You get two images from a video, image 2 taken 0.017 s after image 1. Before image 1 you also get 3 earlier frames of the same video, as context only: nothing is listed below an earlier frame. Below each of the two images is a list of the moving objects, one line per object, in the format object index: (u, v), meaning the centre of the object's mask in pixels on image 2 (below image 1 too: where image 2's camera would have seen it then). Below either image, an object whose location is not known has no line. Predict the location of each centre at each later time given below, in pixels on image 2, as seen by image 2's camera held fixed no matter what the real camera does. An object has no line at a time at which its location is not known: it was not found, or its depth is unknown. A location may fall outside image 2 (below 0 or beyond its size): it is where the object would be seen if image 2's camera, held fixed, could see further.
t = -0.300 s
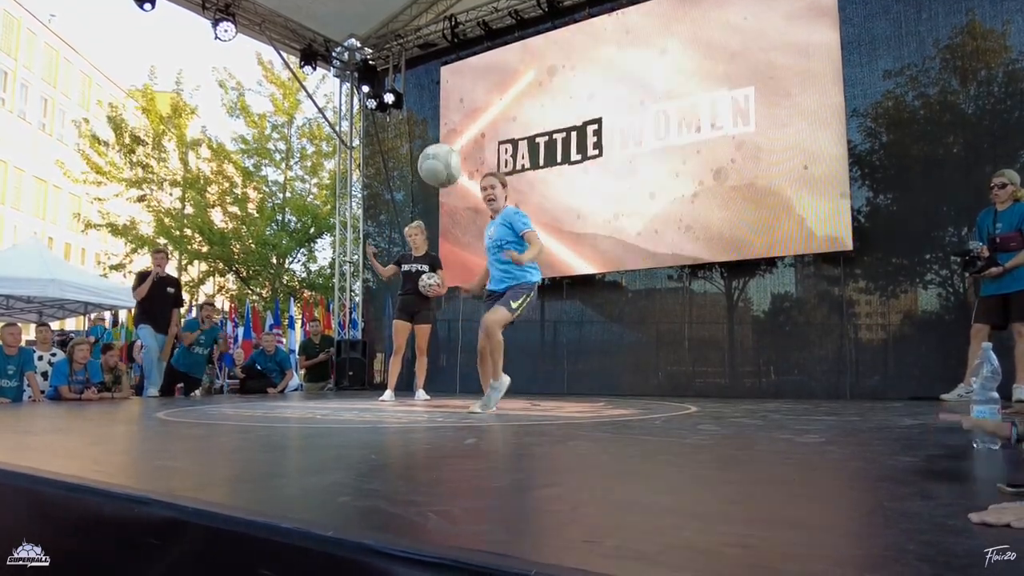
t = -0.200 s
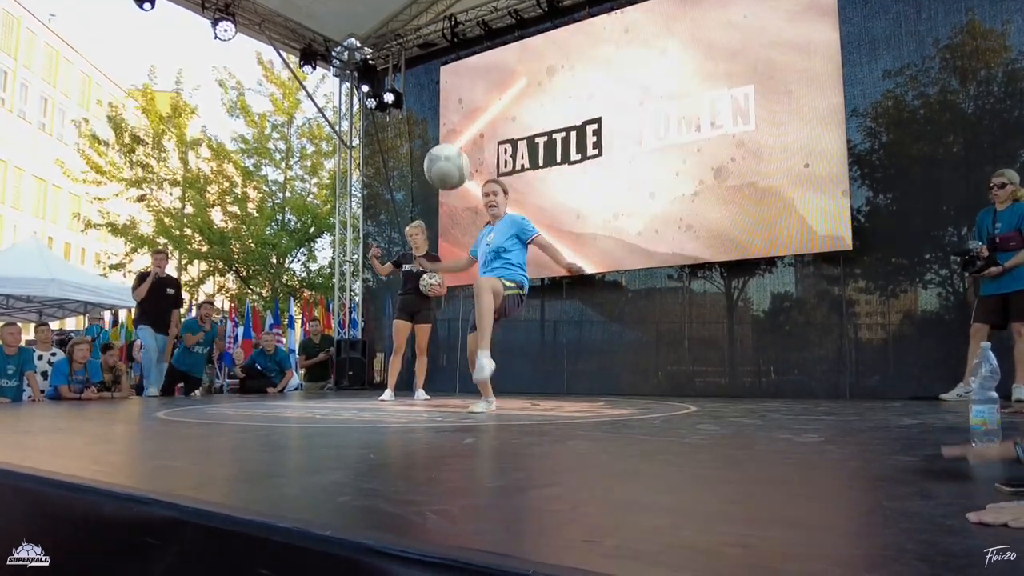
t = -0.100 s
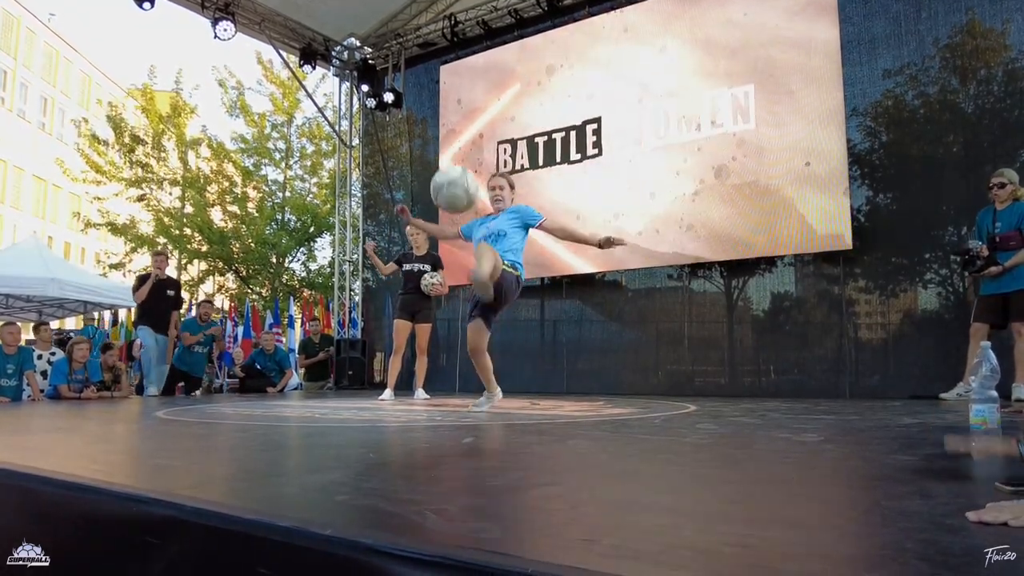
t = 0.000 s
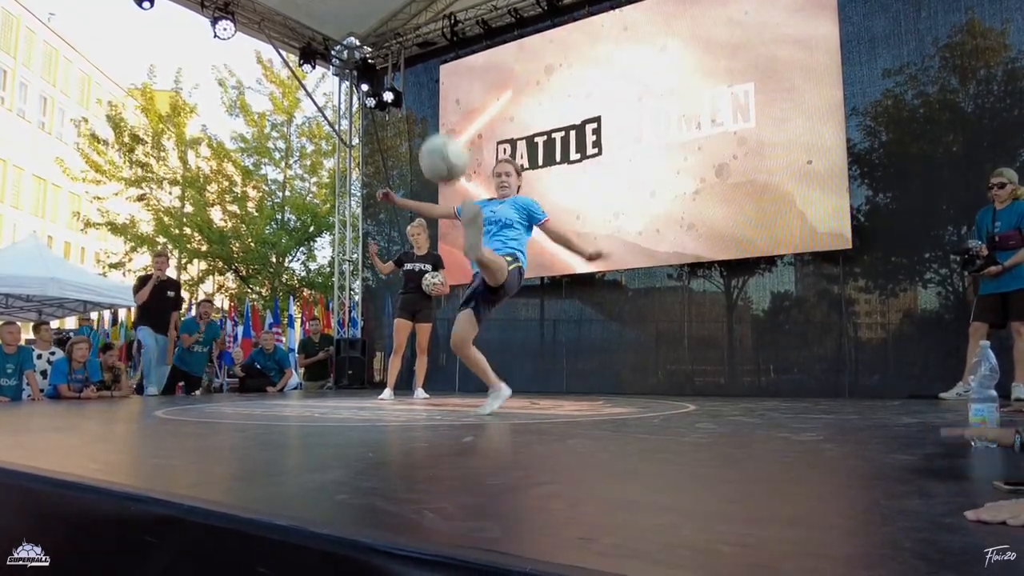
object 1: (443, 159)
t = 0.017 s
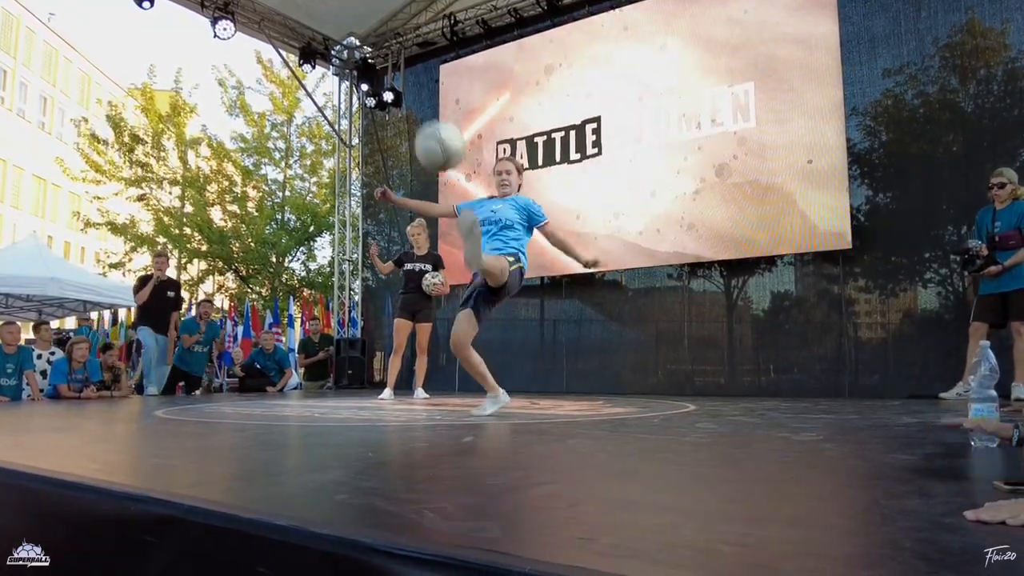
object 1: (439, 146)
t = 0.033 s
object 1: (435, 134)
